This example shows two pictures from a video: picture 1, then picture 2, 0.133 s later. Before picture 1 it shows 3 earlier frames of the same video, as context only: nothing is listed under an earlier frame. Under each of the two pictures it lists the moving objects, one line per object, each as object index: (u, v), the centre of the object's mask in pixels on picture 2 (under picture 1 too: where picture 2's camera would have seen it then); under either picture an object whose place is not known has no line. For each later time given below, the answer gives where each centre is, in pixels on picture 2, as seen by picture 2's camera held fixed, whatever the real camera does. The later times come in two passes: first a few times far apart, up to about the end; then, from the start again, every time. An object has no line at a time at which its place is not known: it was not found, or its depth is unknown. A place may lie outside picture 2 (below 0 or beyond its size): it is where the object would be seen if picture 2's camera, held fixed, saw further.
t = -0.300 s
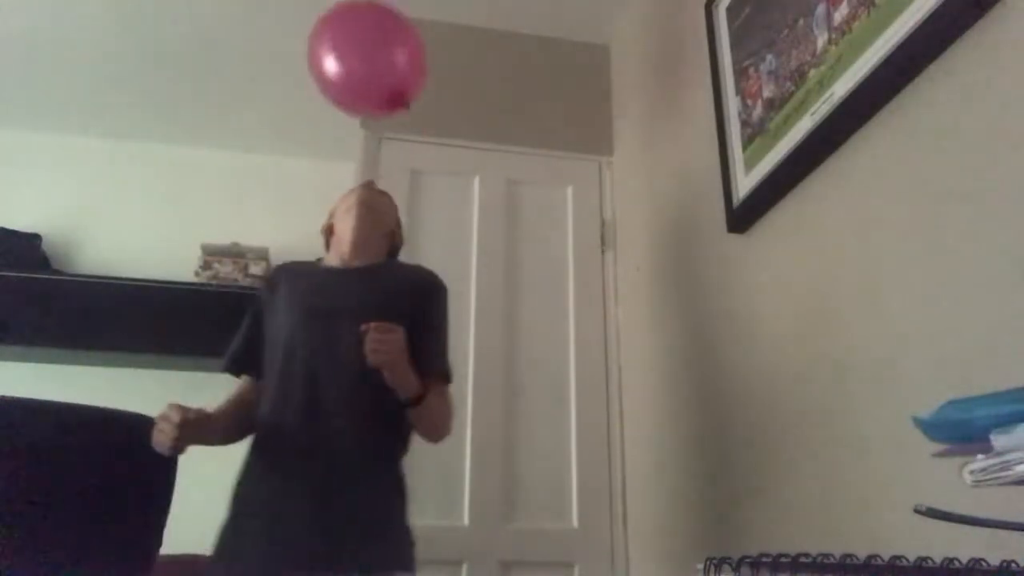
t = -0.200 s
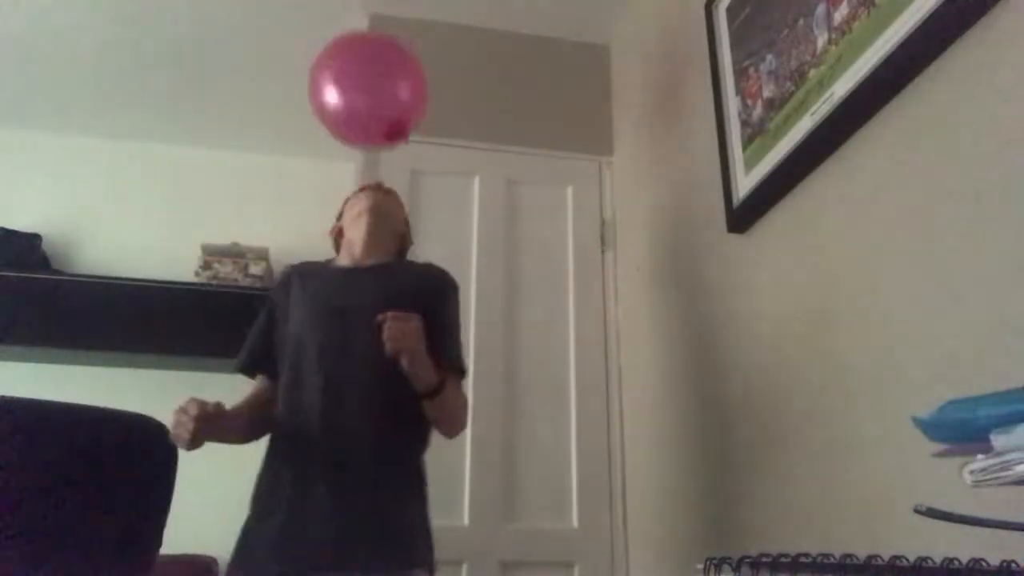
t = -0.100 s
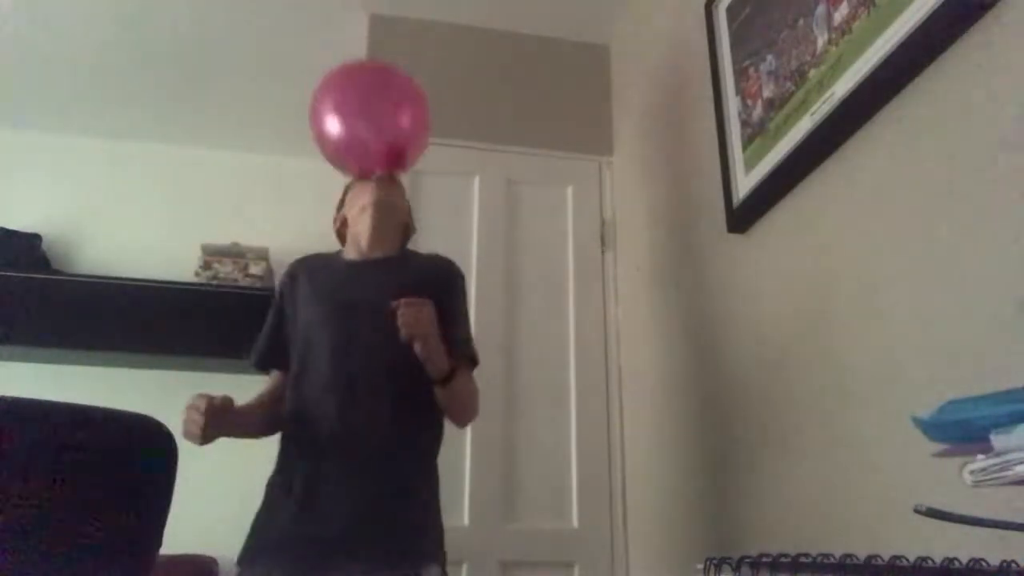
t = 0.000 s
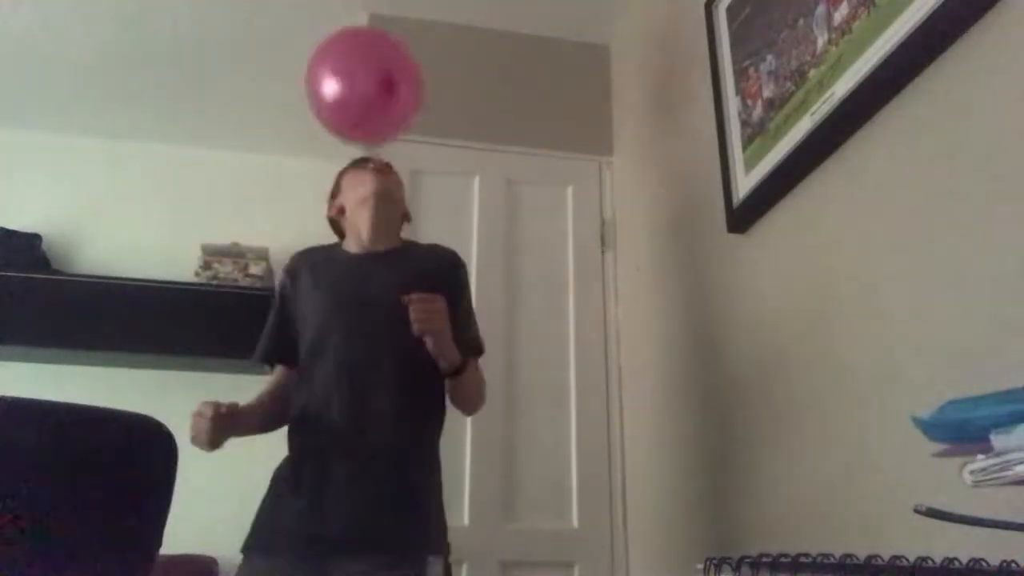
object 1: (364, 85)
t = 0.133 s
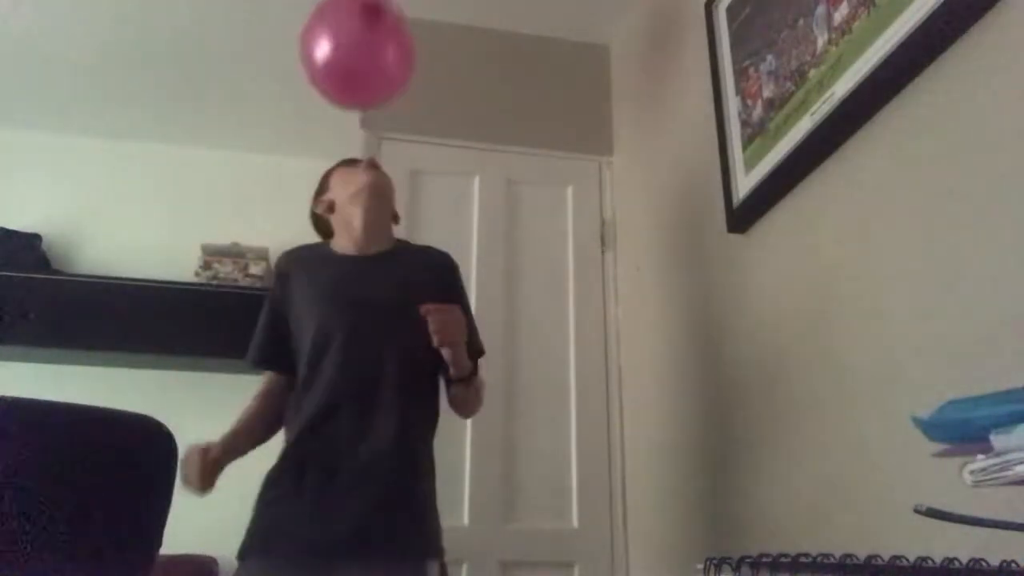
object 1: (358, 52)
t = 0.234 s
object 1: (352, 41)
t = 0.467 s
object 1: (340, 27)
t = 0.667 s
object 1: (329, 23)
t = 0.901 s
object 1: (311, 33)
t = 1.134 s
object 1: (294, 55)
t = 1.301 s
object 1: (281, 90)
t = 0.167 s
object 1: (355, 48)
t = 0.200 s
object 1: (354, 44)
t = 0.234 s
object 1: (352, 41)
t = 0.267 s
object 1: (350, 38)
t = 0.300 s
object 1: (349, 36)
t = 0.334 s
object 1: (347, 33)
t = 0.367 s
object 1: (345, 31)
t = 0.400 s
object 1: (344, 29)
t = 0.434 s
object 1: (342, 28)
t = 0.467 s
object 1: (340, 27)
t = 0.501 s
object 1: (339, 26)
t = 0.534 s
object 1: (337, 25)
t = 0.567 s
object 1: (335, 24)
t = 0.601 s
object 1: (333, 24)
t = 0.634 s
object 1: (331, 23)
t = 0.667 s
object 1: (329, 23)
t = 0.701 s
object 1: (327, 23)
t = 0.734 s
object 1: (325, 23)
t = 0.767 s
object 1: (323, 24)
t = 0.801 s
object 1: (319, 26)
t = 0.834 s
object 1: (317, 28)
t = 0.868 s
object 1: (314, 31)
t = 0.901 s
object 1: (311, 33)
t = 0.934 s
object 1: (309, 37)
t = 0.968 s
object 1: (307, 39)
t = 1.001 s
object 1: (304, 42)
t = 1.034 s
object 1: (302, 45)
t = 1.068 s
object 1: (299, 48)
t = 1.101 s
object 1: (297, 51)
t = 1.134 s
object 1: (294, 55)
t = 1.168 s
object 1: (292, 59)
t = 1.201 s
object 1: (289, 66)
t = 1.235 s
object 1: (287, 74)
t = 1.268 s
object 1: (284, 82)
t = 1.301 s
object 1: (281, 90)
